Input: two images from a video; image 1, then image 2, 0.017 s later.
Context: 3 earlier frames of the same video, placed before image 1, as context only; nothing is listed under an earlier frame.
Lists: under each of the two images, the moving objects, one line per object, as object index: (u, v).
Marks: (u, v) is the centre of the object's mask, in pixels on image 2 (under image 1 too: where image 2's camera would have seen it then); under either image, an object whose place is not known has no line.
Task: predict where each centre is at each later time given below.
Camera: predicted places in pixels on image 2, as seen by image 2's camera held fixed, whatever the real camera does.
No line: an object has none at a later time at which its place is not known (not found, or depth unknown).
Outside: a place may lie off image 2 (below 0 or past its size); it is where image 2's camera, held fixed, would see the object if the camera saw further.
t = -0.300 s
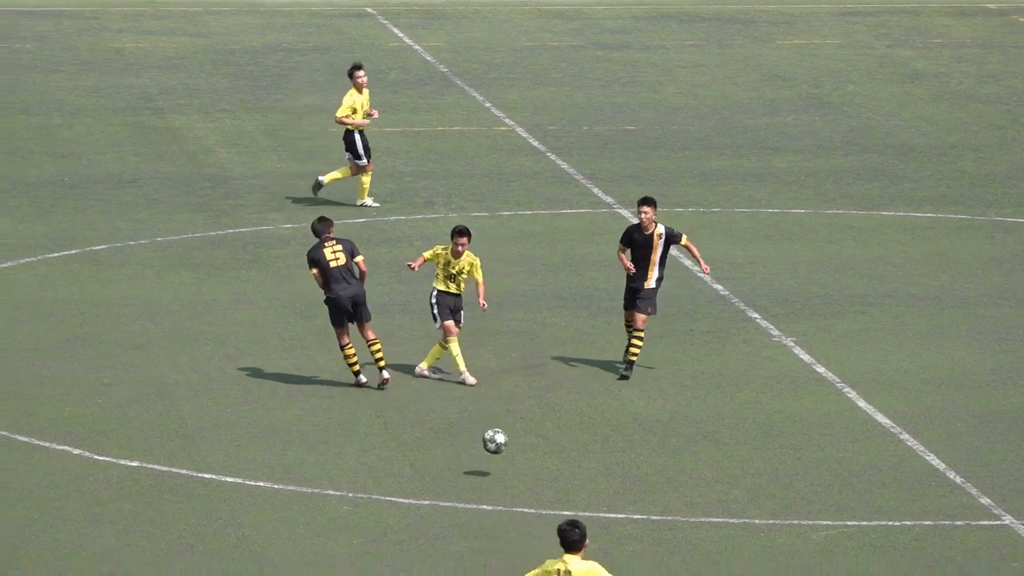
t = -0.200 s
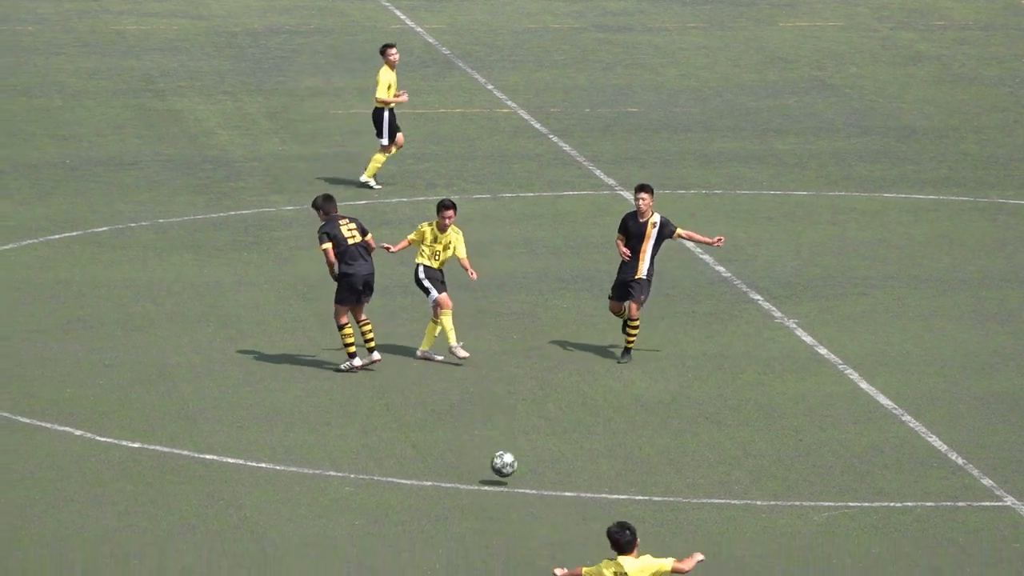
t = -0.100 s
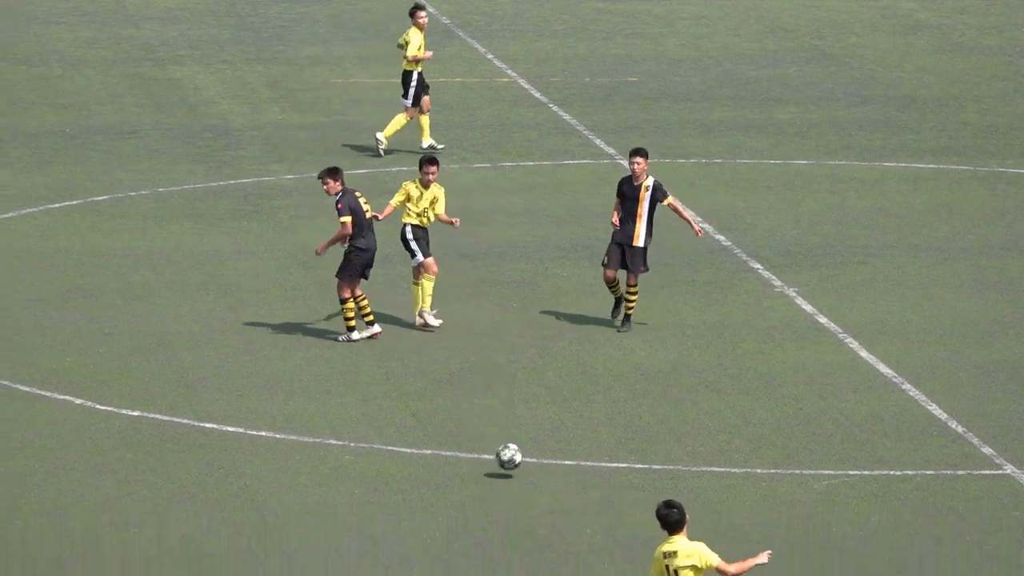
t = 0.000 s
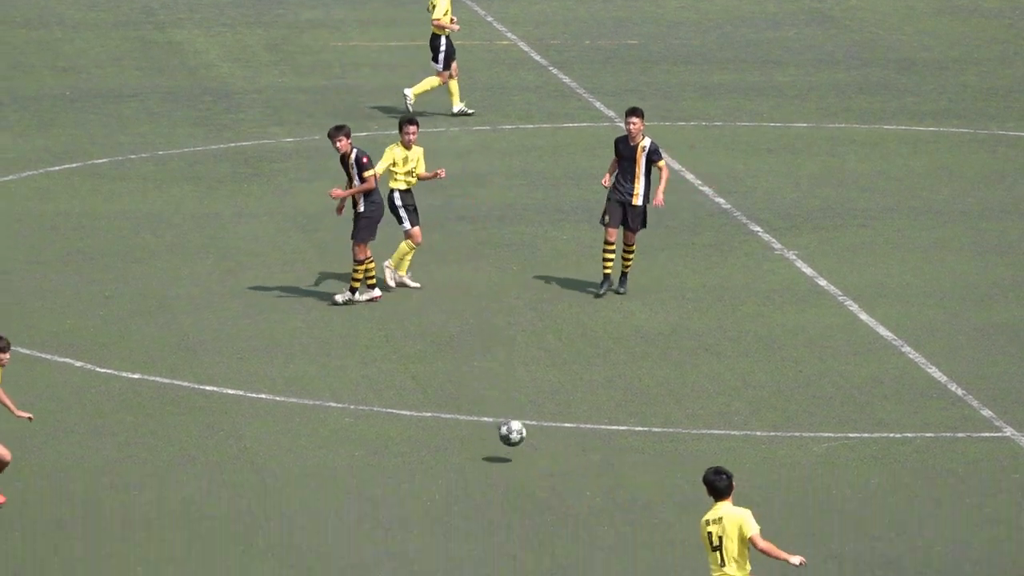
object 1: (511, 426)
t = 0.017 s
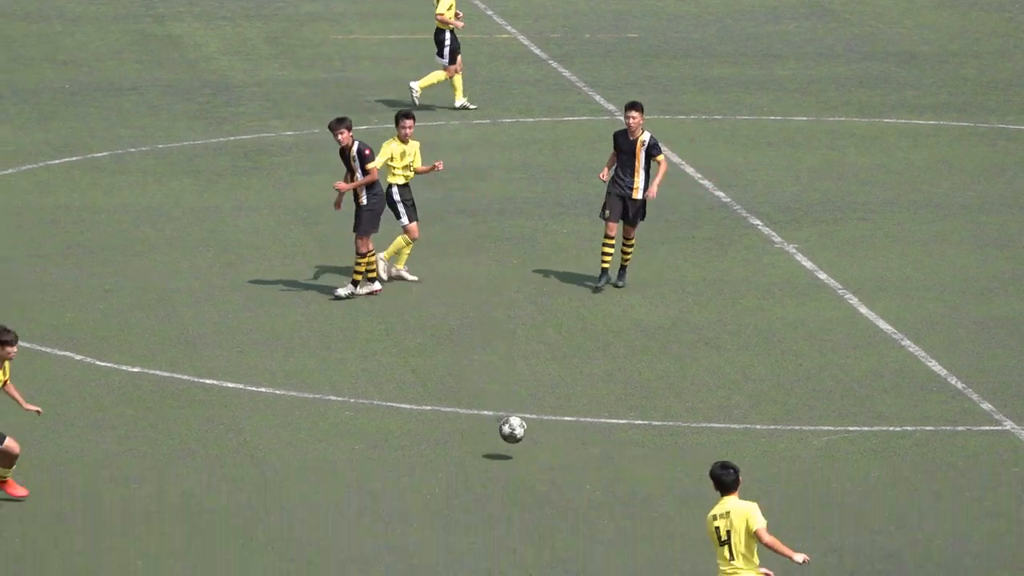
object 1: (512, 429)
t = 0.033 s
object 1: (513, 434)
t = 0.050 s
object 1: (515, 438)
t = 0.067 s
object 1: (515, 442)
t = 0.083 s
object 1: (516, 447)
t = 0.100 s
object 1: (517, 453)
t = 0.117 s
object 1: (518, 459)
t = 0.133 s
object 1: (519, 465)
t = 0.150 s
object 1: (520, 472)
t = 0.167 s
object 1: (520, 479)
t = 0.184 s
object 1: (522, 487)
